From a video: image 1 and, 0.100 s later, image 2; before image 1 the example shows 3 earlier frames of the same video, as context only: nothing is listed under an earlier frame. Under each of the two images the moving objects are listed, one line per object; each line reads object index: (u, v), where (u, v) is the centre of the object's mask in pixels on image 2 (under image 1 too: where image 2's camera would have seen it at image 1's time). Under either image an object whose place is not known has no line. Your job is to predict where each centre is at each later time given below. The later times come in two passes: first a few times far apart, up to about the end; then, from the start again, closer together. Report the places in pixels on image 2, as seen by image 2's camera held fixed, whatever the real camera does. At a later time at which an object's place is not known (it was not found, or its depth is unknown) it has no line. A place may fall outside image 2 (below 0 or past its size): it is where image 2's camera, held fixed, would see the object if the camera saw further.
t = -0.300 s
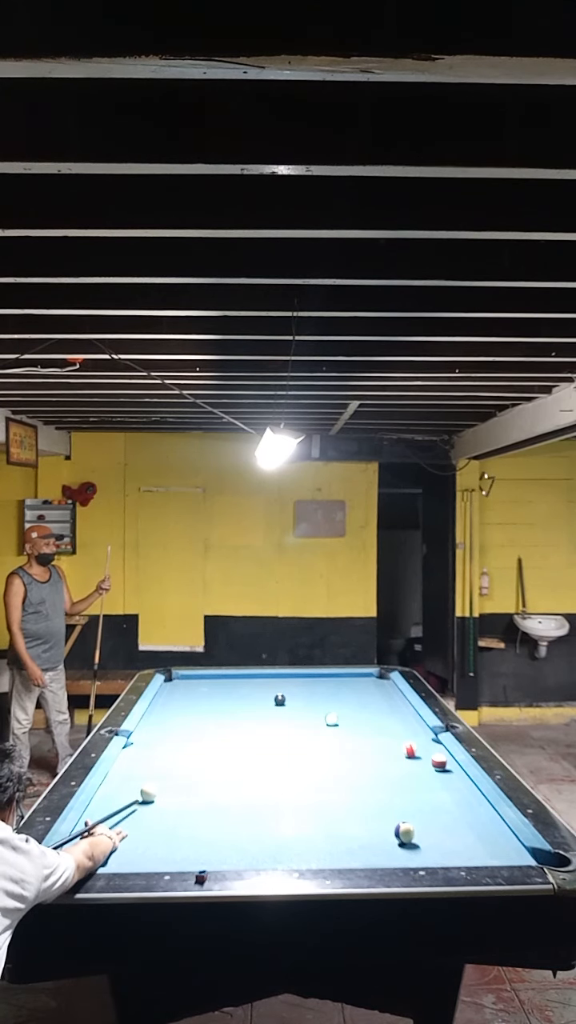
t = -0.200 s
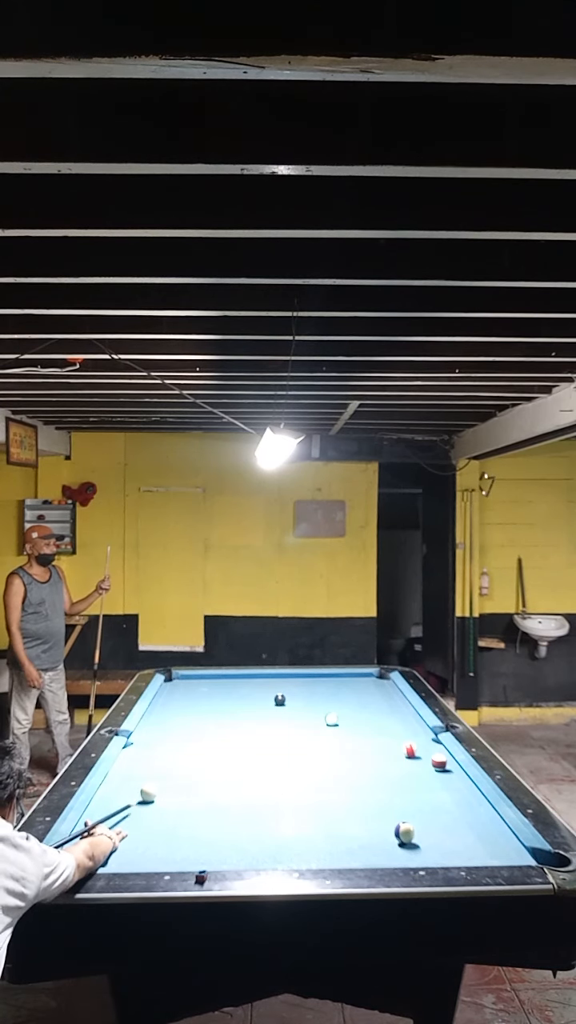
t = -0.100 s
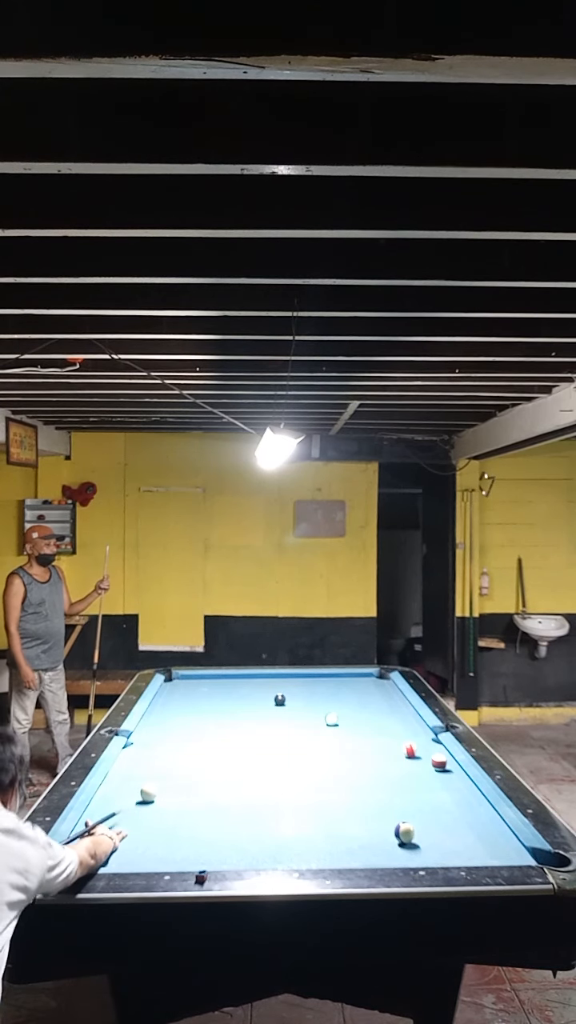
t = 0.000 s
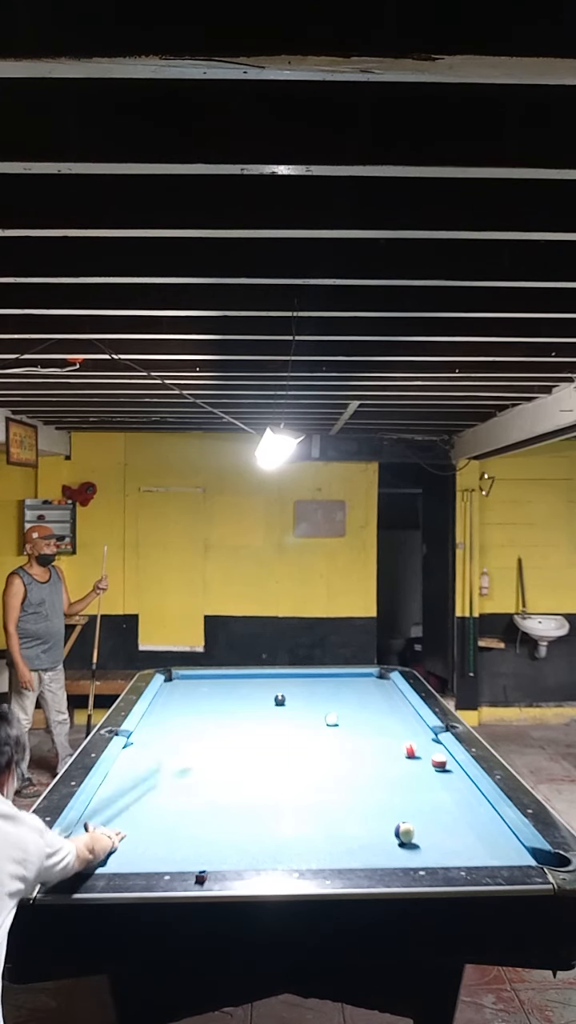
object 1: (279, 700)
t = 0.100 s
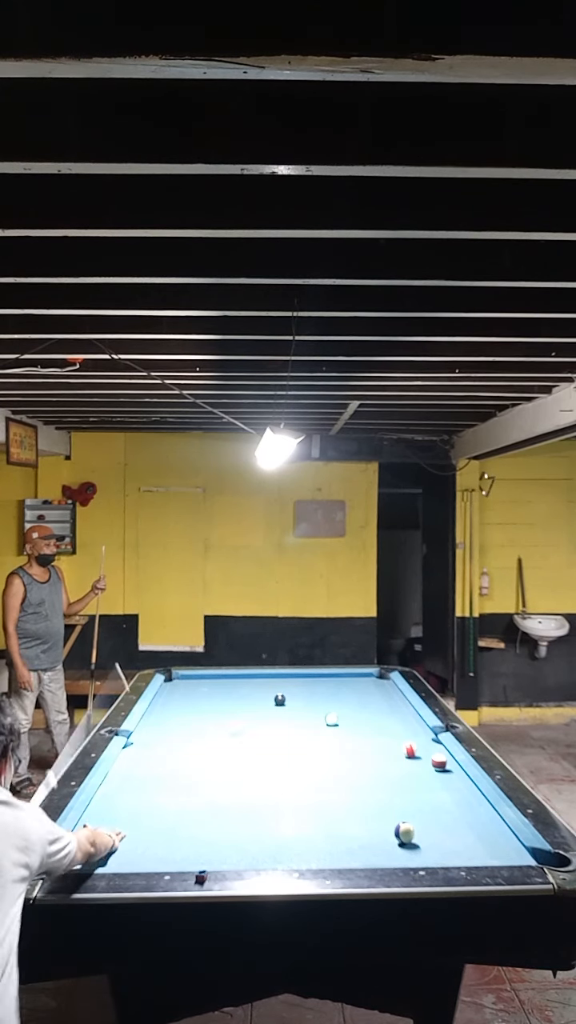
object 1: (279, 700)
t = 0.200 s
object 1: (284, 698)
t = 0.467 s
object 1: (375, 681)
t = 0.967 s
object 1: (260, 681)
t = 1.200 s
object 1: (206, 686)
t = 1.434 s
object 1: (168, 691)
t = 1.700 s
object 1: (207, 699)
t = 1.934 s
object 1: (243, 706)
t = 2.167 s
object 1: (280, 714)
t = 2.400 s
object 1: (319, 721)
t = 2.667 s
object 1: (367, 731)
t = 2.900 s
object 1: (412, 738)
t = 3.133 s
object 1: (426, 746)
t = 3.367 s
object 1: (420, 749)
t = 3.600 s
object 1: (418, 751)
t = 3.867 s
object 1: (417, 751)
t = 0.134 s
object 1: (279, 700)
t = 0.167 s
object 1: (279, 700)
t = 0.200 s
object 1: (284, 698)
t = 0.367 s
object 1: (369, 685)
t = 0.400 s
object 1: (384, 684)
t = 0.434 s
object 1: (384, 682)
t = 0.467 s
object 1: (375, 681)
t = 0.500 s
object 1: (366, 680)
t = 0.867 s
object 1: (282, 679)
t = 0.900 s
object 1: (274, 679)
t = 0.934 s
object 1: (267, 680)
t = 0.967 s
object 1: (260, 681)
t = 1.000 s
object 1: (251, 681)
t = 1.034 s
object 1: (245, 683)
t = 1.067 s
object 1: (237, 684)
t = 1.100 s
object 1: (230, 683)
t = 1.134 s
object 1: (222, 684)
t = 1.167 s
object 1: (214, 686)
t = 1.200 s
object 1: (206, 686)
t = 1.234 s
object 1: (199, 687)
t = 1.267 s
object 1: (191, 687)
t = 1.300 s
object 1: (183, 689)
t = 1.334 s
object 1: (175, 689)
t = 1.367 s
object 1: (168, 690)
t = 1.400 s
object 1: (164, 690)
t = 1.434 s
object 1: (168, 691)
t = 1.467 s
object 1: (173, 693)
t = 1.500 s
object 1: (178, 693)
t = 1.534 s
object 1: (183, 695)
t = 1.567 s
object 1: (188, 695)
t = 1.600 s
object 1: (192, 697)
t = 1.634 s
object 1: (197, 697)
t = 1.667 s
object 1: (202, 698)
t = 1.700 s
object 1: (207, 699)
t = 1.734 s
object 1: (212, 700)
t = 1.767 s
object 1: (217, 701)
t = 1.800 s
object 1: (222, 702)
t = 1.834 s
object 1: (227, 704)
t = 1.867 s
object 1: (232, 704)
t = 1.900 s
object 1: (238, 705)
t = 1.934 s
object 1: (243, 706)
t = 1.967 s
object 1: (248, 707)
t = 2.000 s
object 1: (253, 709)
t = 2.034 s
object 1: (259, 709)
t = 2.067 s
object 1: (264, 711)
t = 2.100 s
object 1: (269, 712)
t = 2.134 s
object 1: (275, 713)
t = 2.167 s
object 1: (280, 714)
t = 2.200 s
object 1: (286, 715)
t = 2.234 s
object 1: (291, 716)
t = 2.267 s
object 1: (297, 717)
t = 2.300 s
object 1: (302, 718)
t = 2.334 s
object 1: (308, 720)
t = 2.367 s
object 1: (314, 721)
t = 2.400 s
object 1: (319, 721)
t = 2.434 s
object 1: (325, 723)
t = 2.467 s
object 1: (331, 723)
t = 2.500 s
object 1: (337, 725)
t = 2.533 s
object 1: (343, 727)
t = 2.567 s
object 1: (349, 728)
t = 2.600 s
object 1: (355, 729)
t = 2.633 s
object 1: (361, 730)
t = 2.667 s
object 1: (367, 731)
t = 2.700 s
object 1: (374, 733)
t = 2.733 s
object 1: (380, 733)
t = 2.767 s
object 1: (387, 735)
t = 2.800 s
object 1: (392, 736)
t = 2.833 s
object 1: (398, 737)
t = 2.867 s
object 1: (404, 737)
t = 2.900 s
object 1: (412, 738)
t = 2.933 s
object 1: (418, 740)
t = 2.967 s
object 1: (425, 742)
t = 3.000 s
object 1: (431, 743)
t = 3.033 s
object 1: (434, 744)
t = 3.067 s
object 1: (431, 745)
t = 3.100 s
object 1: (429, 745)
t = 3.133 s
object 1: (426, 746)
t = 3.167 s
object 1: (424, 747)
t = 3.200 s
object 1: (422, 748)
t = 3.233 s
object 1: (421, 748)
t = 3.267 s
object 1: (421, 748)
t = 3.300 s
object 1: (420, 748)
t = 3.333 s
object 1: (420, 749)
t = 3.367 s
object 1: (420, 749)
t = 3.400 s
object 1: (420, 749)
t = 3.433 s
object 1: (419, 749)
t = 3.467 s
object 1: (419, 750)
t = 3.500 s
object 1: (419, 750)
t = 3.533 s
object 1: (418, 750)
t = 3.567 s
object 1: (418, 750)
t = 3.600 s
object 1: (418, 751)
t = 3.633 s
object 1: (418, 751)
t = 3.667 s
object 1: (418, 751)
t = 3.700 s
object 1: (418, 751)
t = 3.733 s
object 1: (418, 751)
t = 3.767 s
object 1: (417, 751)
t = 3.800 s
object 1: (417, 752)
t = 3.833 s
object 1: (417, 752)
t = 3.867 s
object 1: (417, 751)
